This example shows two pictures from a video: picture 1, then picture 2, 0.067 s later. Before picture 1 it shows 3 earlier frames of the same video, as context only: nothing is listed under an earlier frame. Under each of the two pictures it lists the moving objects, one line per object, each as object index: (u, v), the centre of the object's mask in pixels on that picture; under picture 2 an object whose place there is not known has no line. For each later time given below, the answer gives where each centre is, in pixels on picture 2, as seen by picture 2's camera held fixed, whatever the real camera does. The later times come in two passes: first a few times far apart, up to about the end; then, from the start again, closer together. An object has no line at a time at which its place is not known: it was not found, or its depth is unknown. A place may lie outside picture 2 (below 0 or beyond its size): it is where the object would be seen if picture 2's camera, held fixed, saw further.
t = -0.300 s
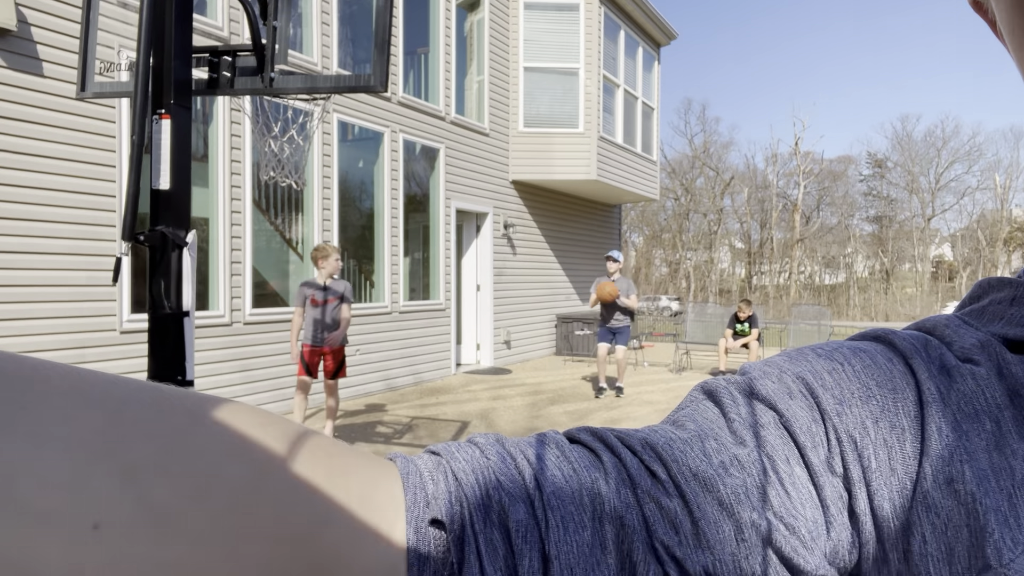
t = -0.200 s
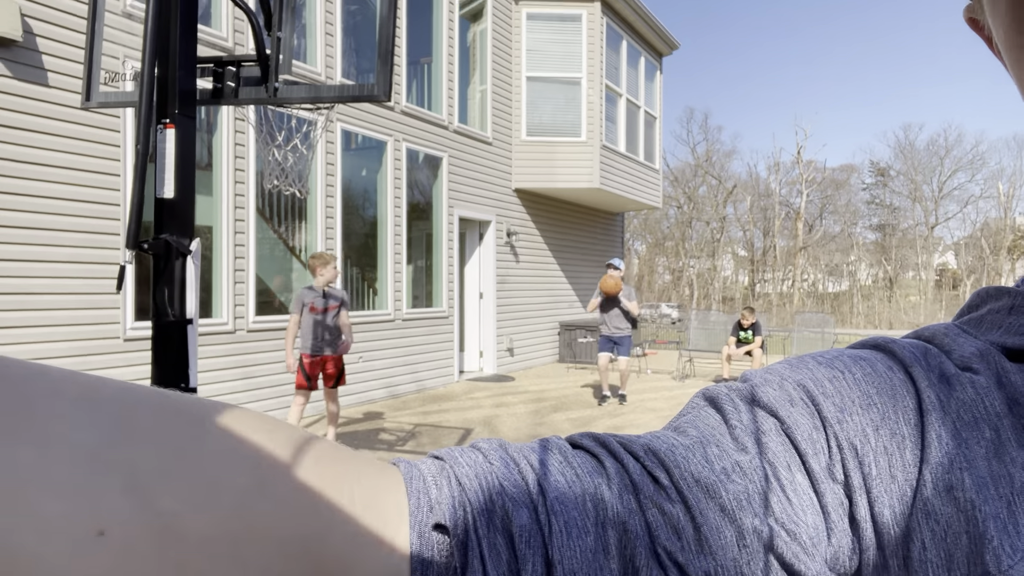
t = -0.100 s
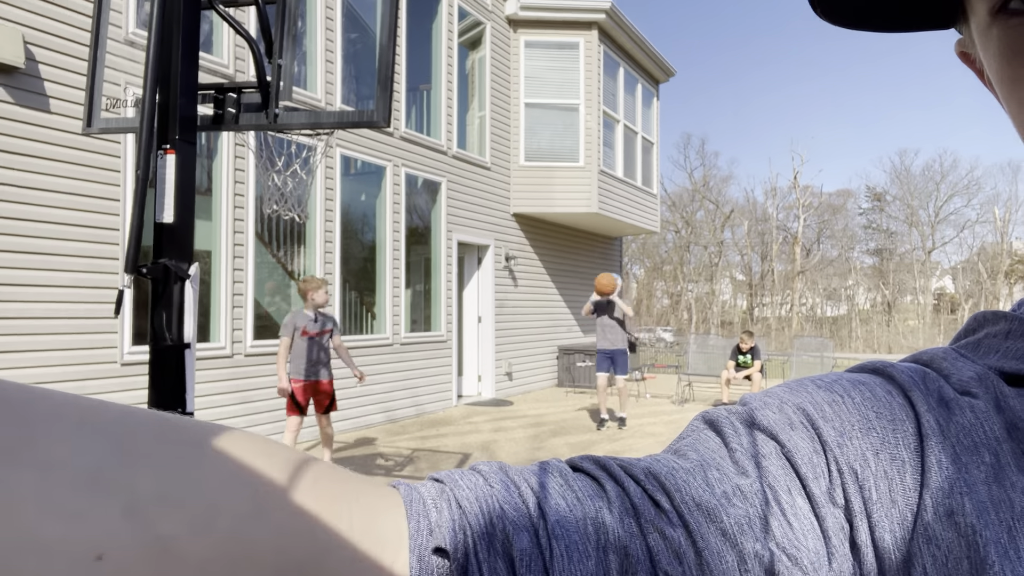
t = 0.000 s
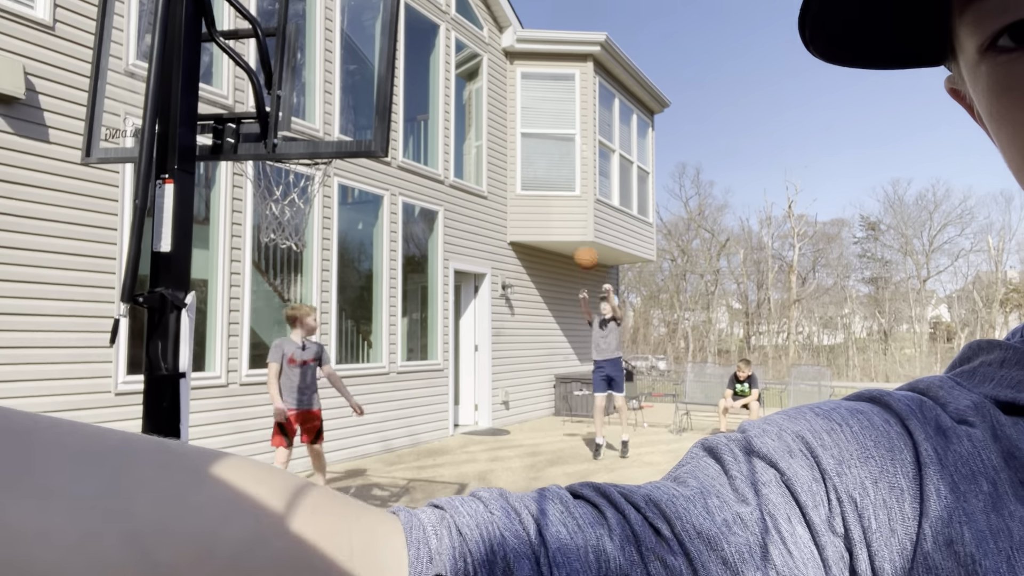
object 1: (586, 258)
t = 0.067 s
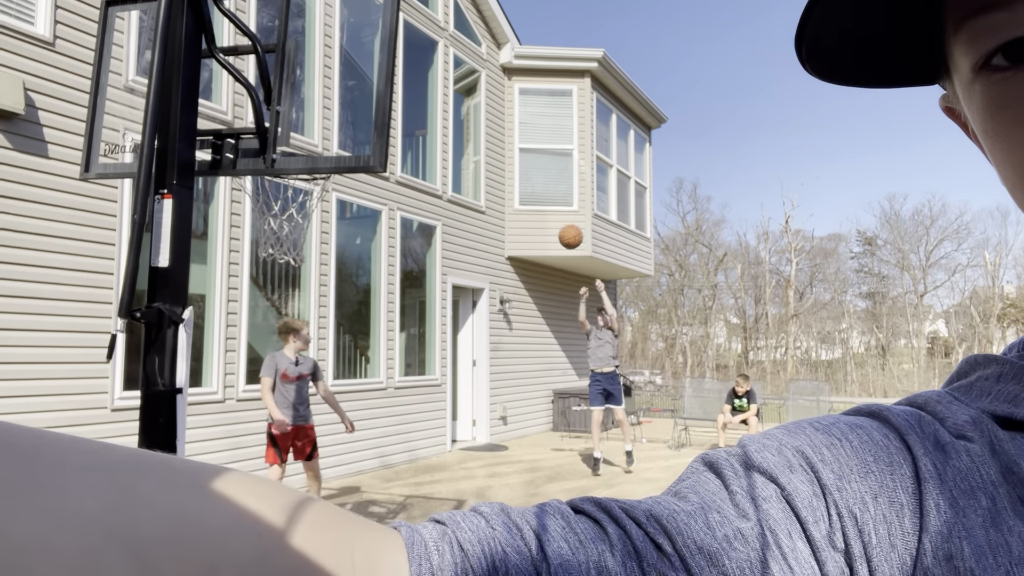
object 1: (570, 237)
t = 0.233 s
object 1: (531, 155)
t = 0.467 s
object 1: (458, 63)
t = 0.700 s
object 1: (347, 15)
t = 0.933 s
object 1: (298, 107)
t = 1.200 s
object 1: (359, 183)
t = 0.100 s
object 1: (563, 220)
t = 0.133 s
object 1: (556, 203)
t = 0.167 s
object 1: (548, 187)
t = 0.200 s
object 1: (539, 171)
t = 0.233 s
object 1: (531, 155)
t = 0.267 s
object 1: (522, 140)
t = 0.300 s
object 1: (512, 125)
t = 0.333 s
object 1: (502, 112)
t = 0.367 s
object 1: (492, 99)
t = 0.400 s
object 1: (481, 86)
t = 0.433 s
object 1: (470, 74)
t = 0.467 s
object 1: (458, 63)
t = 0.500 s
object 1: (445, 52)
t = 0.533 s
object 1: (431, 44)
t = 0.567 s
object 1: (417, 36)
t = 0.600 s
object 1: (407, 30)
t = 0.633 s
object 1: (373, 21)
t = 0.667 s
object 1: (364, 18)
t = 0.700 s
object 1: (347, 15)
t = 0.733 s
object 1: (325, 16)
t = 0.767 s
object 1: (306, 18)
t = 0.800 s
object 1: (276, 19)
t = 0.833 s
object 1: (251, 22)
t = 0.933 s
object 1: (298, 107)
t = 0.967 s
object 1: (302, 134)
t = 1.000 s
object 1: (305, 147)
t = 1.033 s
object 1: (312, 147)
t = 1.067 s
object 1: (322, 147)
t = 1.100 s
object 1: (332, 147)
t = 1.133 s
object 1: (340, 148)
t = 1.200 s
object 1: (359, 183)
